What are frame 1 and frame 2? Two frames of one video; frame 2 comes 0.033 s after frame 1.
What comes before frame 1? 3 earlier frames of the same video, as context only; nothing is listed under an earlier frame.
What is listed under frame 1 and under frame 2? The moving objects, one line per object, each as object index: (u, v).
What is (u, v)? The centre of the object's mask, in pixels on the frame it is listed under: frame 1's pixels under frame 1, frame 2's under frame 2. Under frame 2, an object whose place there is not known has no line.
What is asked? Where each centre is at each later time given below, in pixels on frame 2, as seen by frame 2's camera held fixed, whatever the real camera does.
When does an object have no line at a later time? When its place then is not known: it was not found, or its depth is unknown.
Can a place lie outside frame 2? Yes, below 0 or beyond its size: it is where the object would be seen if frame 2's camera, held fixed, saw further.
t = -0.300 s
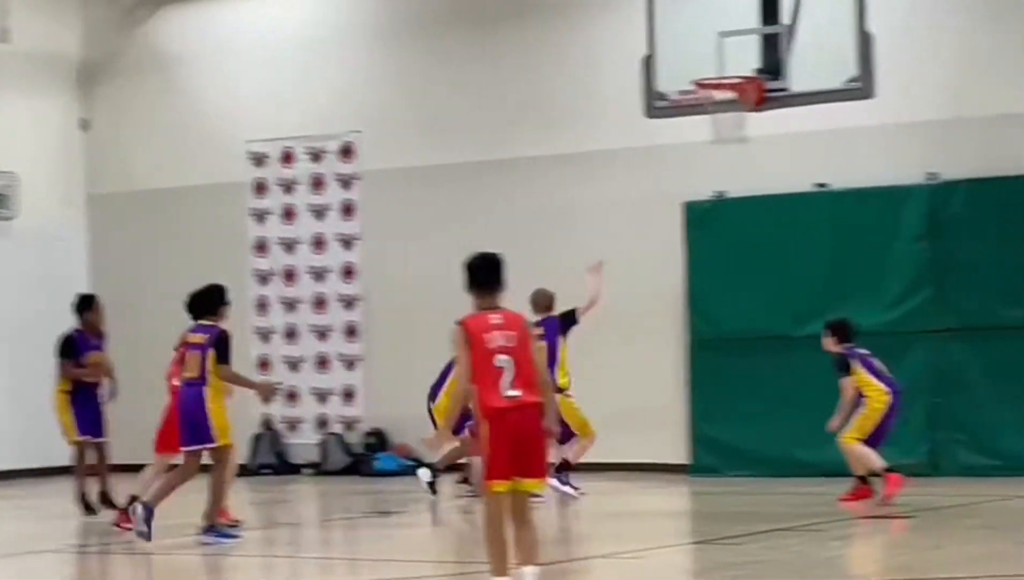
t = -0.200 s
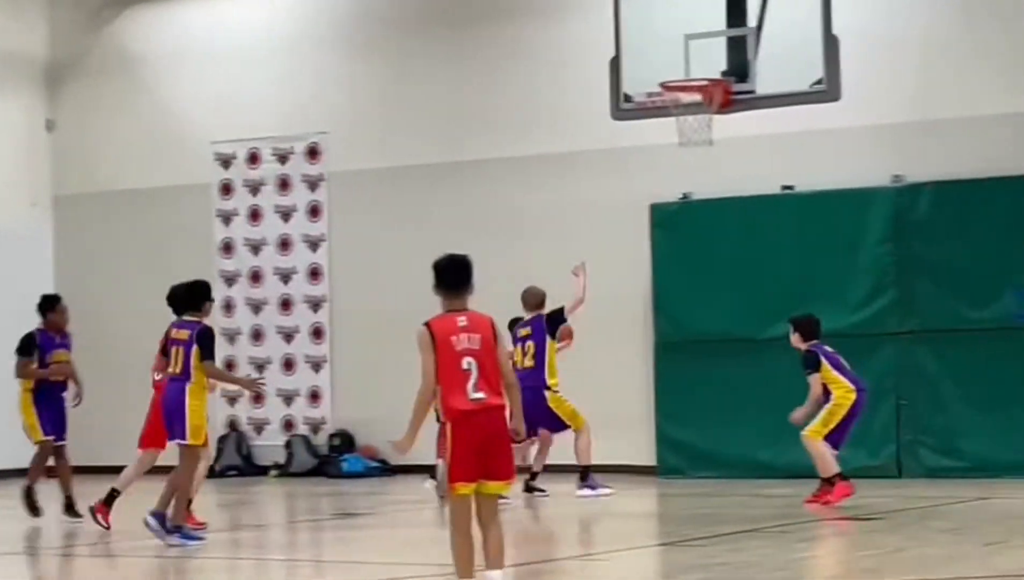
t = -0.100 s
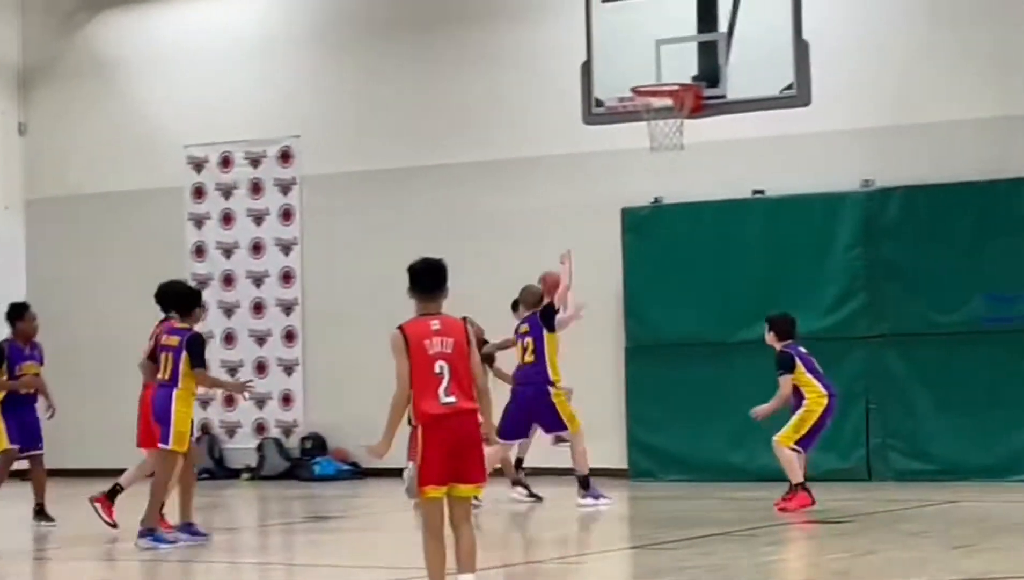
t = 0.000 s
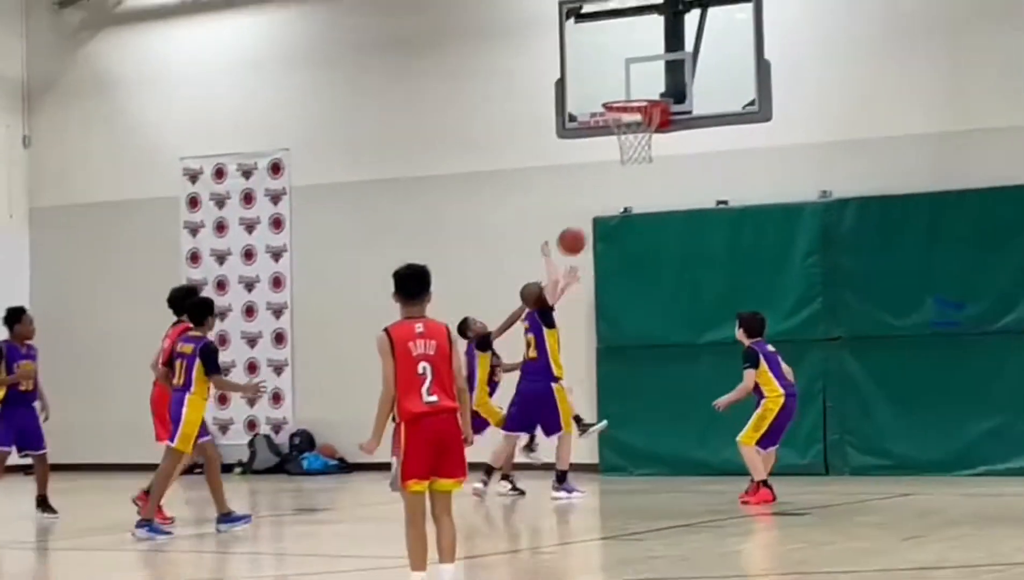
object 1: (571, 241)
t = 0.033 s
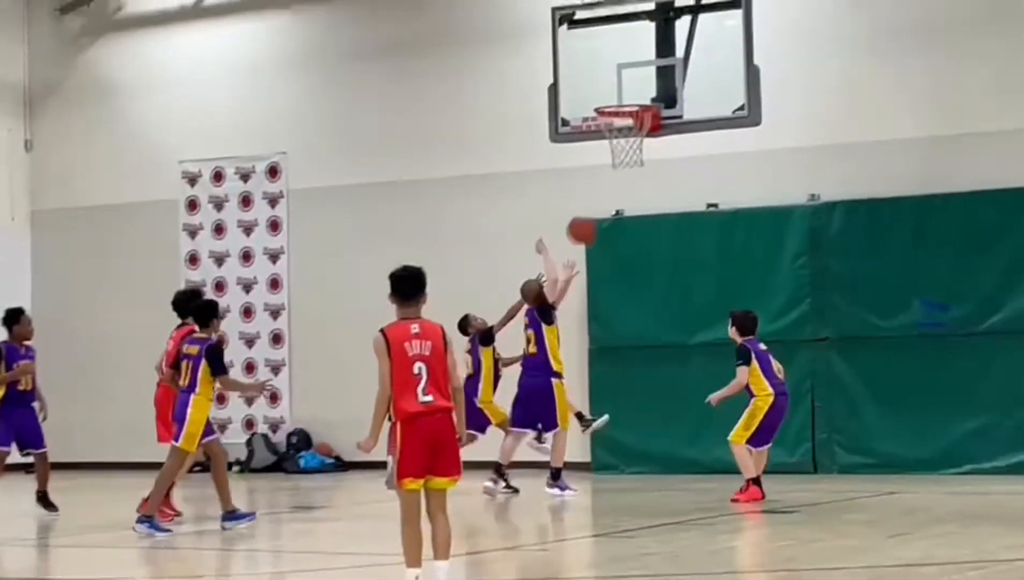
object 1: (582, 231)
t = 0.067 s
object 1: (598, 219)
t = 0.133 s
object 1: (634, 195)
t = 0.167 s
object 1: (651, 186)
